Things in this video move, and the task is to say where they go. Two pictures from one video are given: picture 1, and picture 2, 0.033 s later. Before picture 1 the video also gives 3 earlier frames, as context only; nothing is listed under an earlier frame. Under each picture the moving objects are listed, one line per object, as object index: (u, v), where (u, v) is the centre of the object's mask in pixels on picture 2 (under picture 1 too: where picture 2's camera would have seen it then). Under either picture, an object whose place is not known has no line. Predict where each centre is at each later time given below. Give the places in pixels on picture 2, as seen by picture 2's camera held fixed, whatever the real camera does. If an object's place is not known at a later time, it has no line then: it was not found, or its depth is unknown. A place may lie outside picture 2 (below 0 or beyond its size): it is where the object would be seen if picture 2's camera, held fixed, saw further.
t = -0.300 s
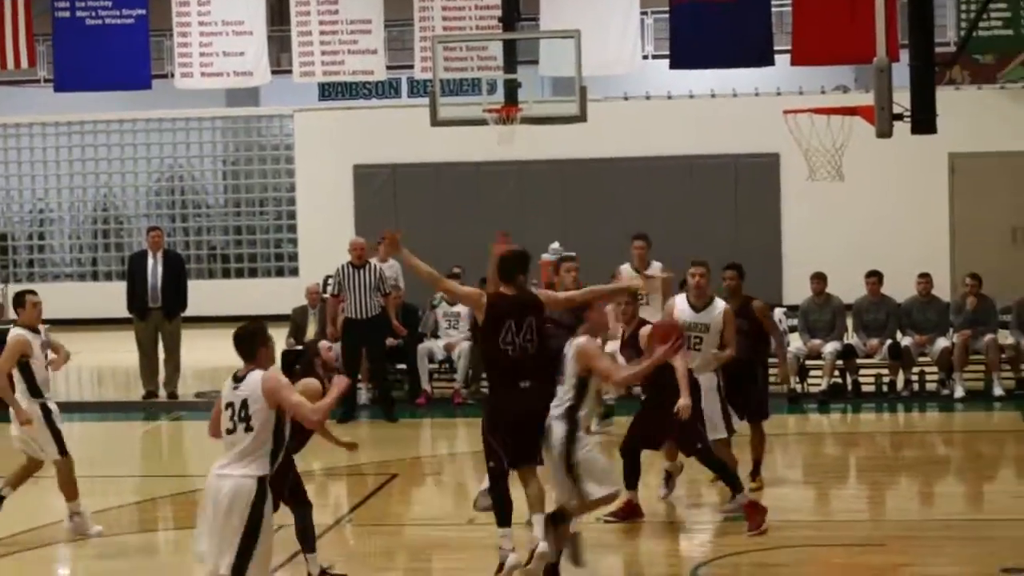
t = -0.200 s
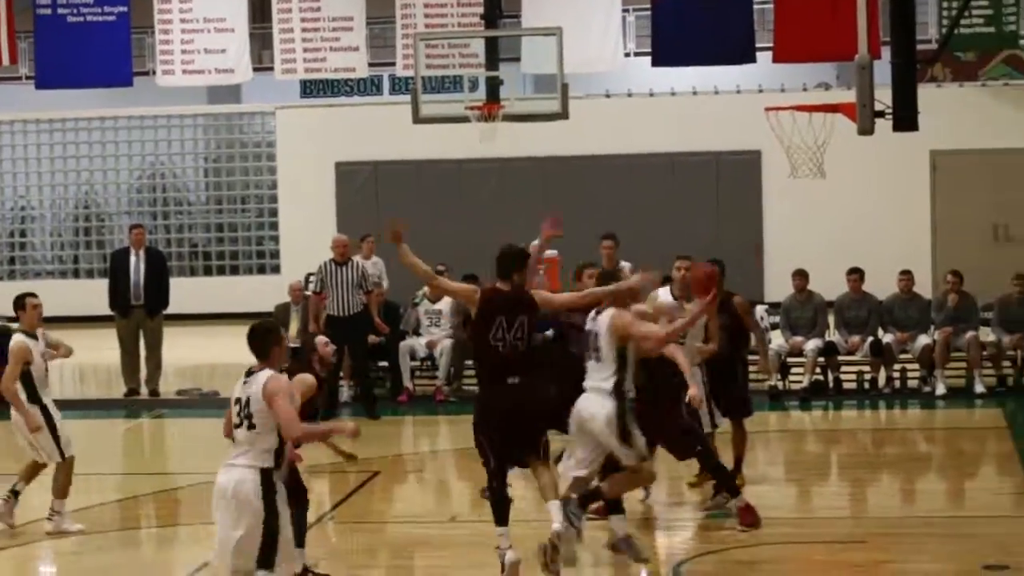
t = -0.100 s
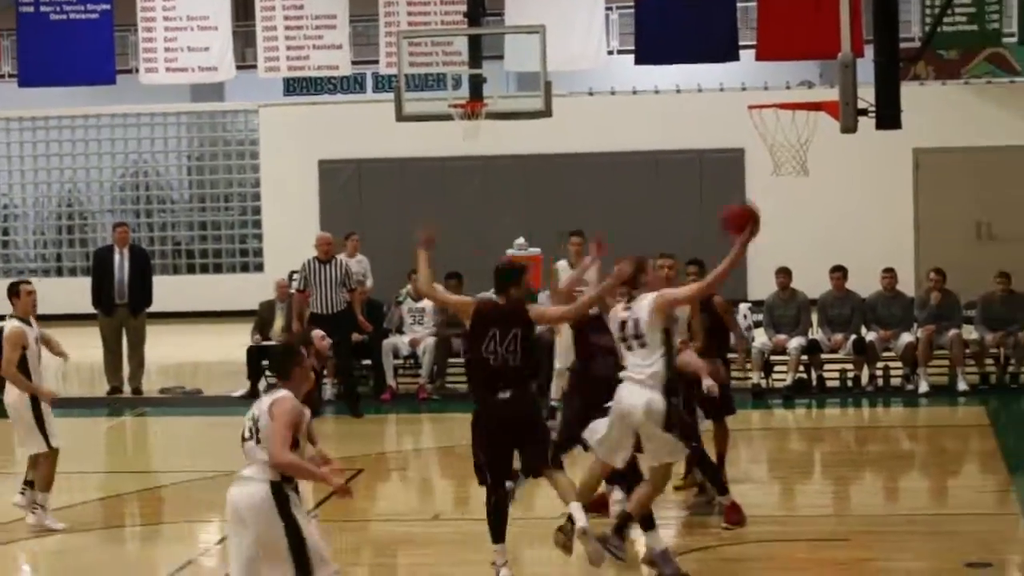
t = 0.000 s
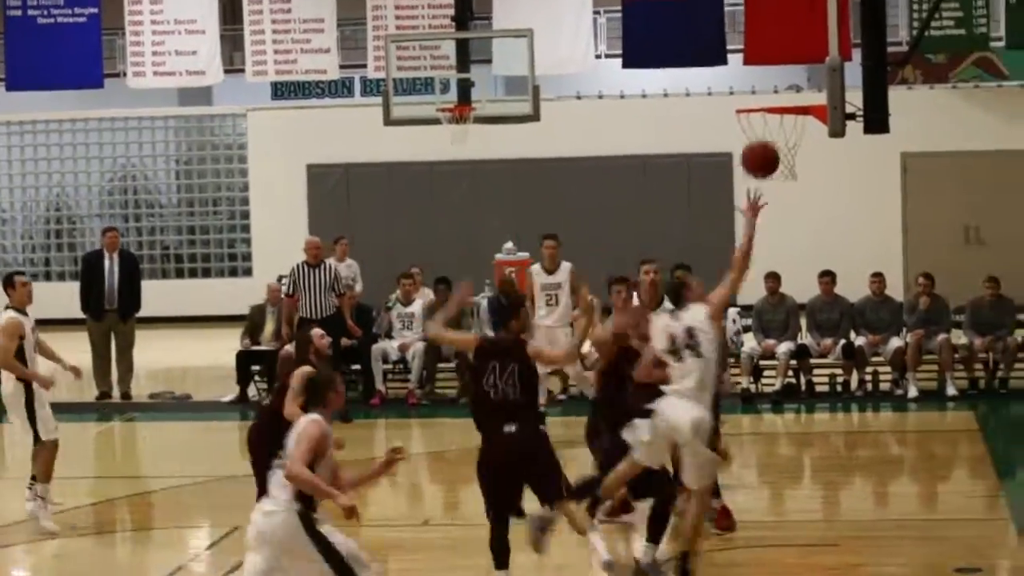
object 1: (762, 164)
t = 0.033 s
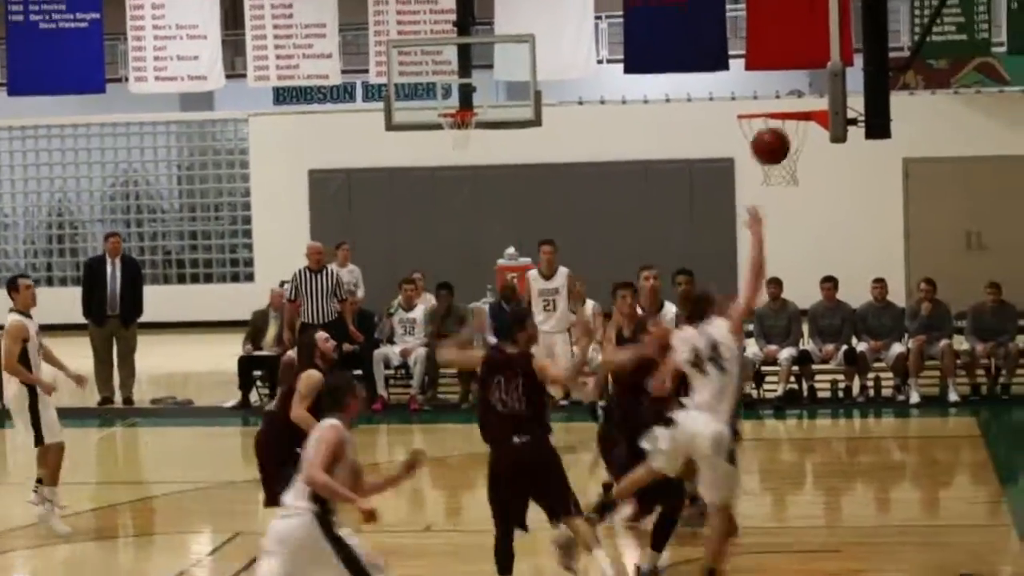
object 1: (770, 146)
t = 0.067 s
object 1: (778, 129)
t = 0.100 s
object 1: (787, 114)
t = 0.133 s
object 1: (794, 100)
